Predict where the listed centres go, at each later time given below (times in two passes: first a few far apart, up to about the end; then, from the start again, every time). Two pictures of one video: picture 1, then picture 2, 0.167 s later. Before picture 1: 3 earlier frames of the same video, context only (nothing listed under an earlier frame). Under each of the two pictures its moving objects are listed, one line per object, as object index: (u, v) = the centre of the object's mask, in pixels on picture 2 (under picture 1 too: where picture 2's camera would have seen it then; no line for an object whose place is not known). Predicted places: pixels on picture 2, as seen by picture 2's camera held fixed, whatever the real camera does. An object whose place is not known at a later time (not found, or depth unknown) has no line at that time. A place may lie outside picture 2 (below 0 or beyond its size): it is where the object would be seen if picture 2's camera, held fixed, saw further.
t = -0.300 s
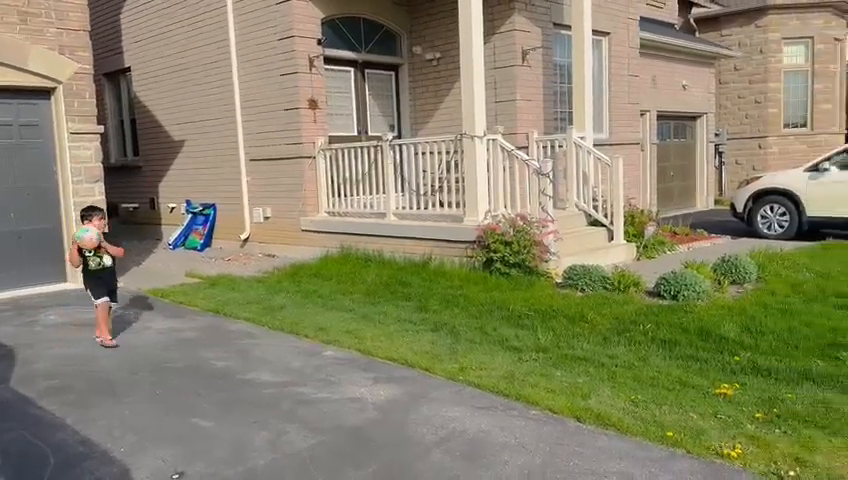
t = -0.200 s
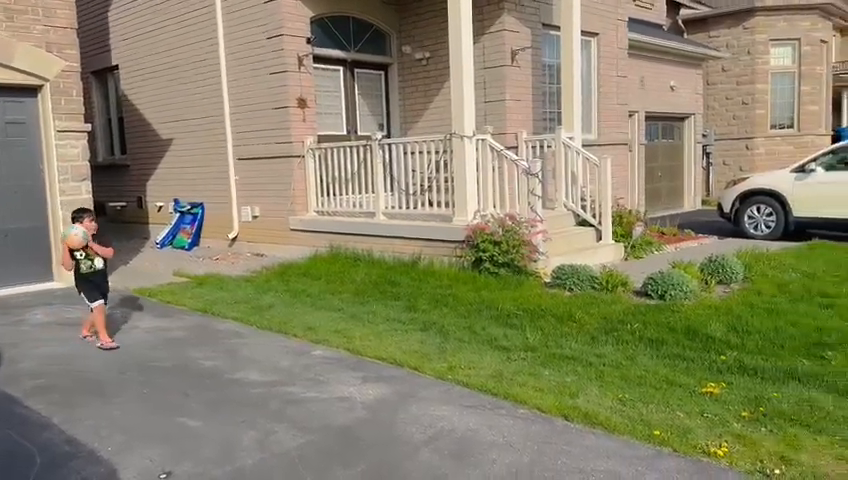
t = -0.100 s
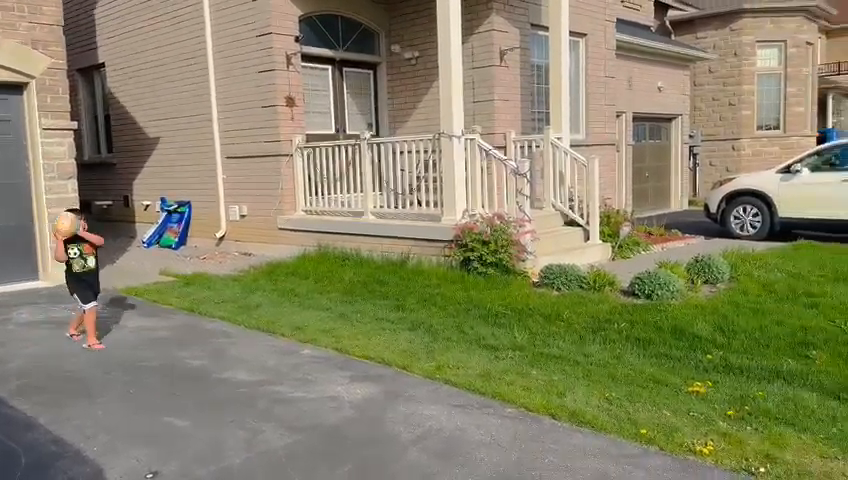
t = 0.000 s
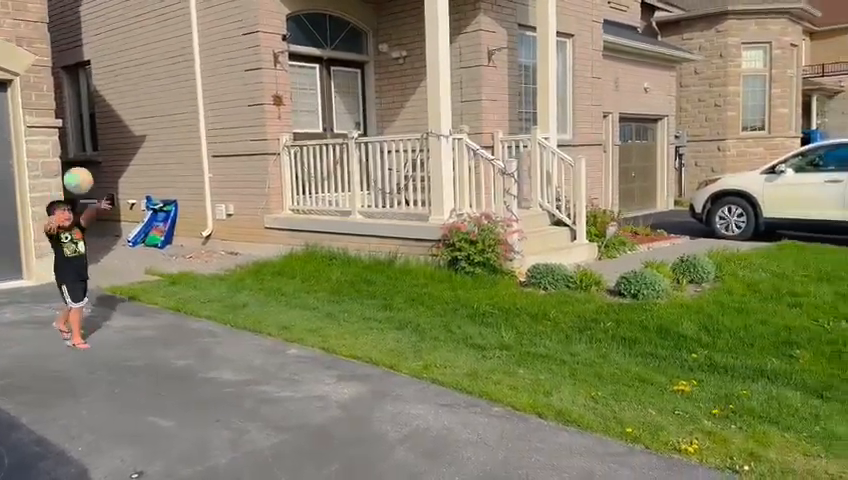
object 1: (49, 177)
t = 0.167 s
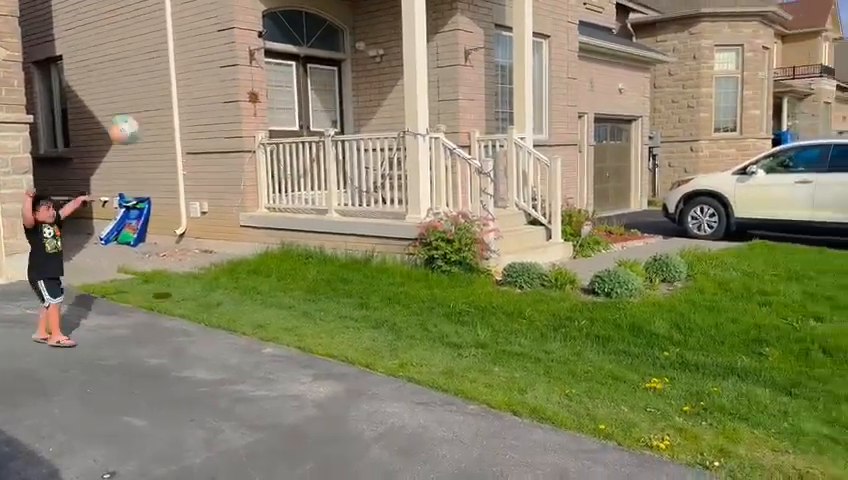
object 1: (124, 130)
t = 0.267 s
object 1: (177, 120)
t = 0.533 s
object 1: (343, 181)
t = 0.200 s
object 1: (141, 125)
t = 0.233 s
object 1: (159, 121)
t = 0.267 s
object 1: (177, 120)
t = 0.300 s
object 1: (196, 120)
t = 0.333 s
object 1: (215, 123)
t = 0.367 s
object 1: (235, 128)
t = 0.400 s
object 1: (256, 134)
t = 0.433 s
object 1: (276, 143)
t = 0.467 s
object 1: (298, 154)
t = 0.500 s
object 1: (321, 167)
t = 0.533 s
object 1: (343, 181)
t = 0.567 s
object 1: (368, 199)
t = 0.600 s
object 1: (392, 218)
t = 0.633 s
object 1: (416, 239)
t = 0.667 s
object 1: (437, 264)
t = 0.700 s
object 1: (461, 291)
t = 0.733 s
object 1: (485, 321)
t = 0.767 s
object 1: (510, 353)
